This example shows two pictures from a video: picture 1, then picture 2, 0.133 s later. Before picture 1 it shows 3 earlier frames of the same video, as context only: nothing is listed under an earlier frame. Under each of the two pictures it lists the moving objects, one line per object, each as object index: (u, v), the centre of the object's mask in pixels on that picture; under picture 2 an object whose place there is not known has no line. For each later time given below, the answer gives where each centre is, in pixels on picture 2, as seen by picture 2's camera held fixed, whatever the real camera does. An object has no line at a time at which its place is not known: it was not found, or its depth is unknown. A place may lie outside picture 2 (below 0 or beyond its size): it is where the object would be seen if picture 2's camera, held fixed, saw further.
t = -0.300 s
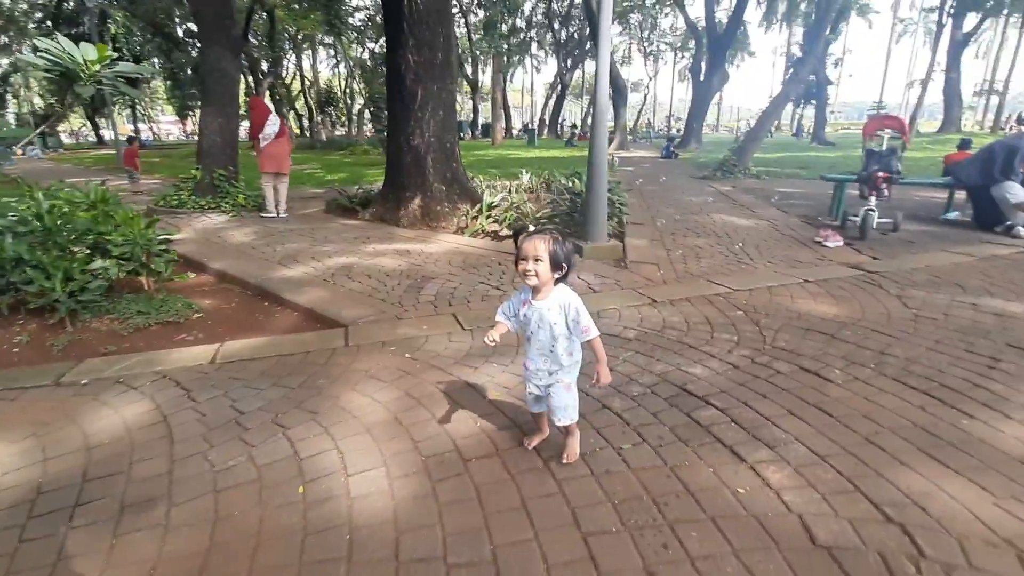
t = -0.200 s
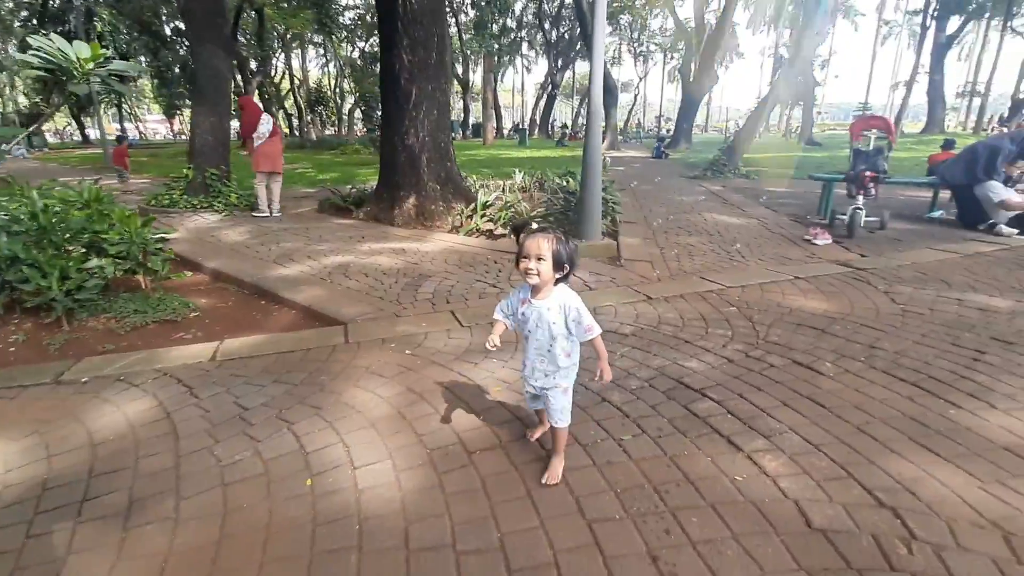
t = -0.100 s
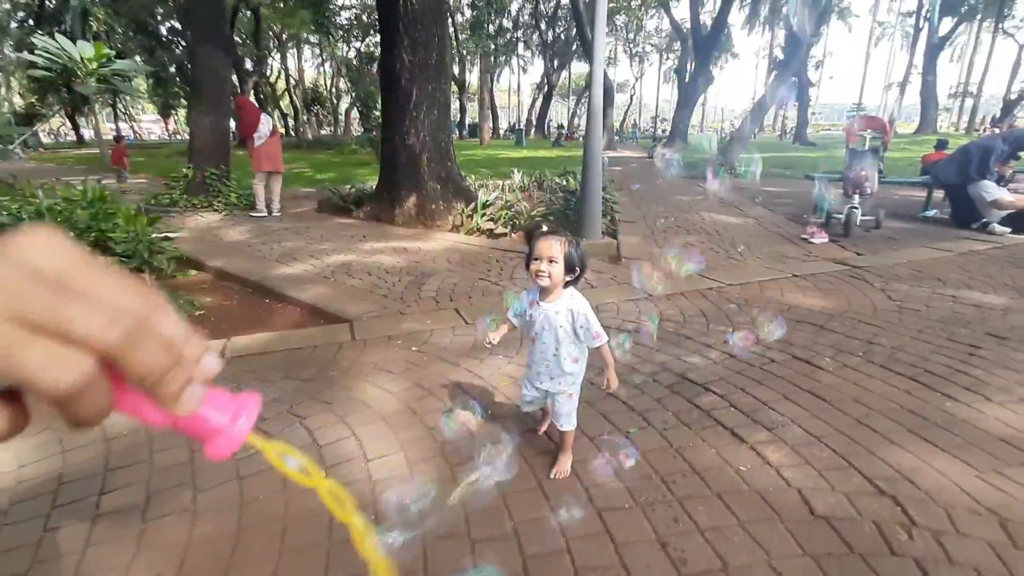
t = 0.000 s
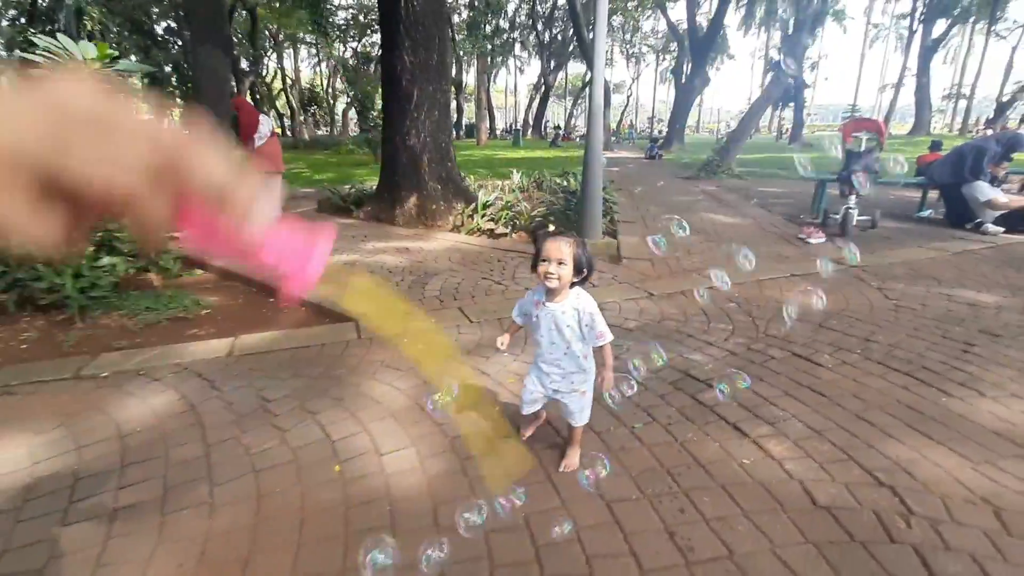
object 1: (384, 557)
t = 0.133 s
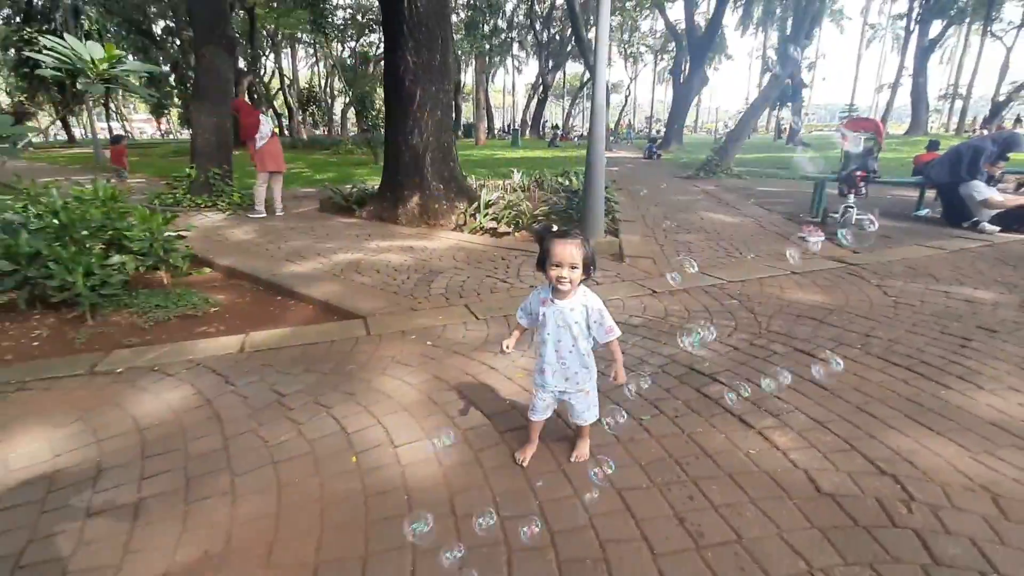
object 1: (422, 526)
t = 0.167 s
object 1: (429, 523)
